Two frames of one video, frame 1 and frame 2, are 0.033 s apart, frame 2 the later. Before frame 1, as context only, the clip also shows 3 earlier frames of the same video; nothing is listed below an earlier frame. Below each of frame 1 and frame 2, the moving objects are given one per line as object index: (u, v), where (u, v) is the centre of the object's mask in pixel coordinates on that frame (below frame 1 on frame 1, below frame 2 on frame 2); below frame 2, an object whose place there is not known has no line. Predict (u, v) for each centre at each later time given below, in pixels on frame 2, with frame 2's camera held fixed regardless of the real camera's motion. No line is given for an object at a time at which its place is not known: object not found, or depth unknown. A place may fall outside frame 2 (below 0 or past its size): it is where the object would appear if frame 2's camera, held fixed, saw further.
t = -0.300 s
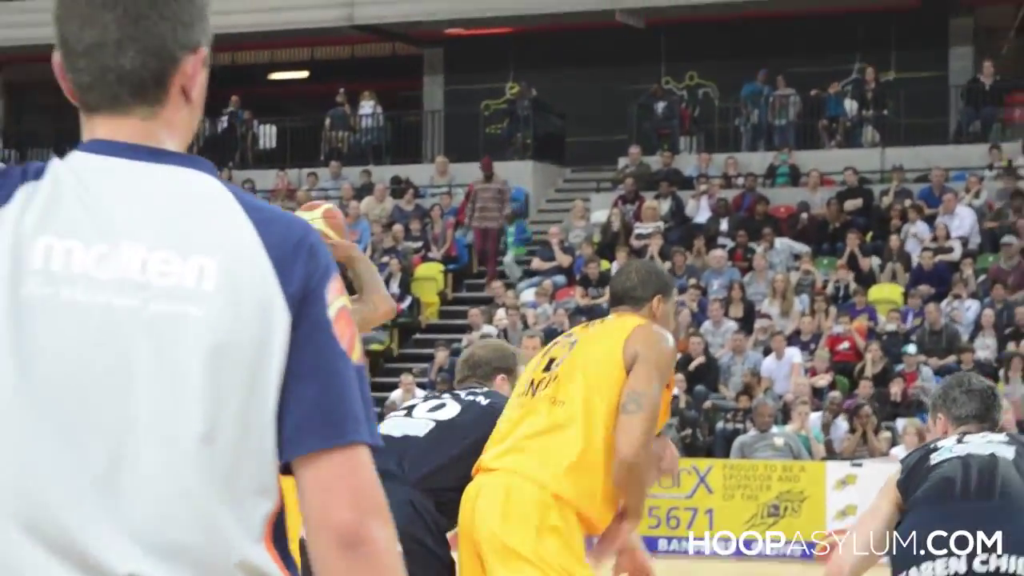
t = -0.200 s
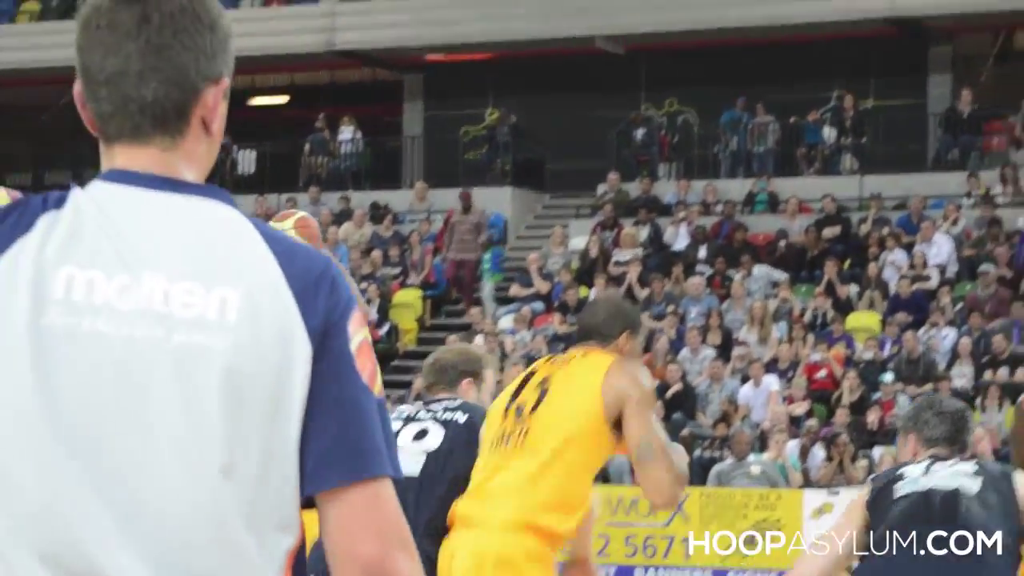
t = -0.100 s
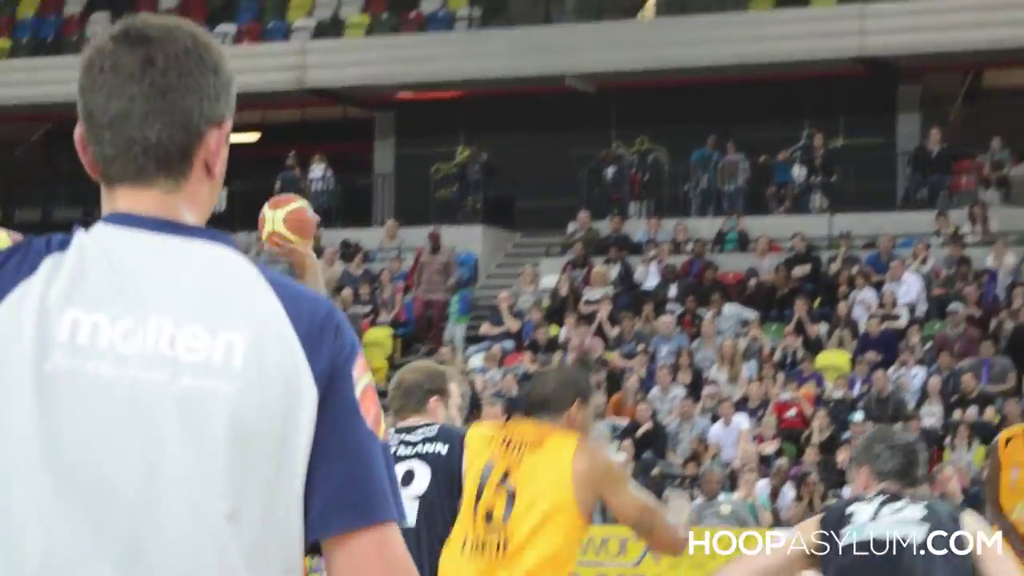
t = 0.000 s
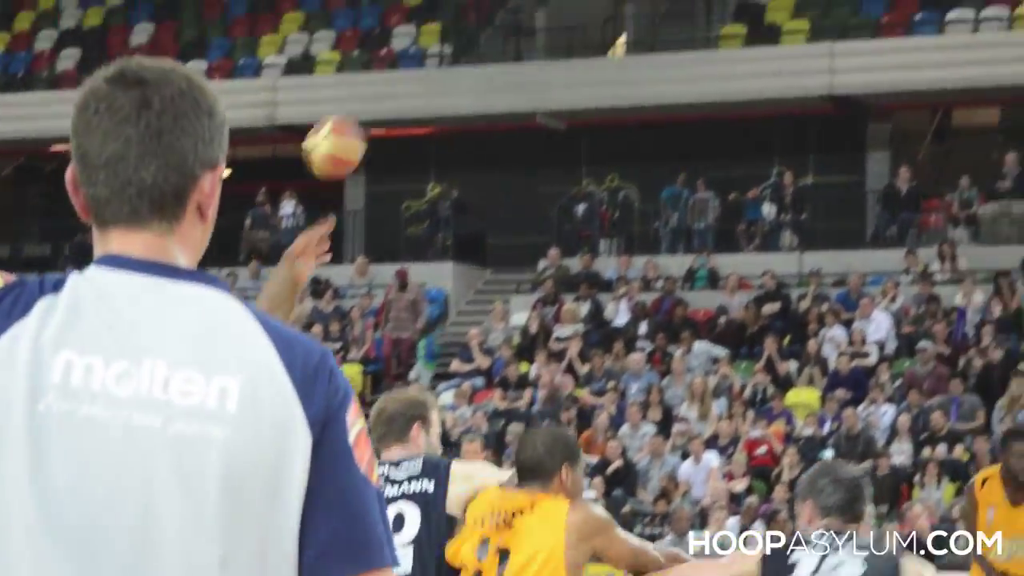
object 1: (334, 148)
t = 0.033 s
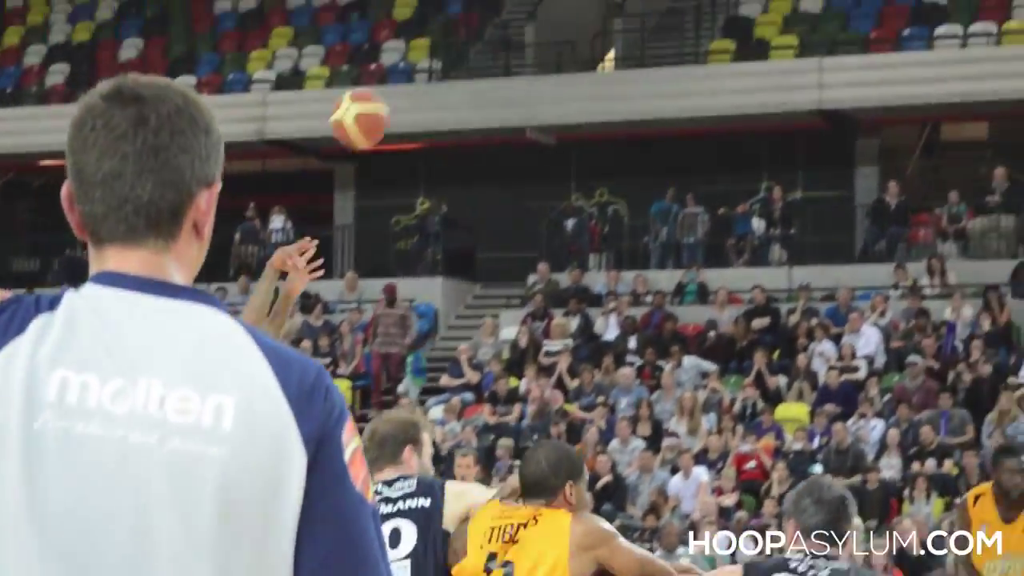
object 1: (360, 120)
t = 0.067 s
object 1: (392, 82)
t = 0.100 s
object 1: (425, 48)
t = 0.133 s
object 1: (457, 17)
